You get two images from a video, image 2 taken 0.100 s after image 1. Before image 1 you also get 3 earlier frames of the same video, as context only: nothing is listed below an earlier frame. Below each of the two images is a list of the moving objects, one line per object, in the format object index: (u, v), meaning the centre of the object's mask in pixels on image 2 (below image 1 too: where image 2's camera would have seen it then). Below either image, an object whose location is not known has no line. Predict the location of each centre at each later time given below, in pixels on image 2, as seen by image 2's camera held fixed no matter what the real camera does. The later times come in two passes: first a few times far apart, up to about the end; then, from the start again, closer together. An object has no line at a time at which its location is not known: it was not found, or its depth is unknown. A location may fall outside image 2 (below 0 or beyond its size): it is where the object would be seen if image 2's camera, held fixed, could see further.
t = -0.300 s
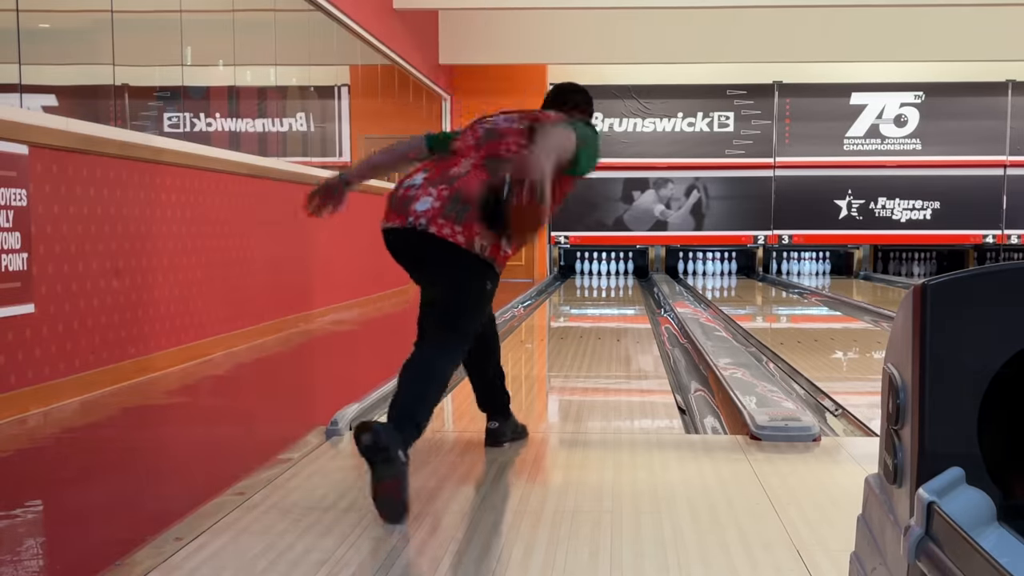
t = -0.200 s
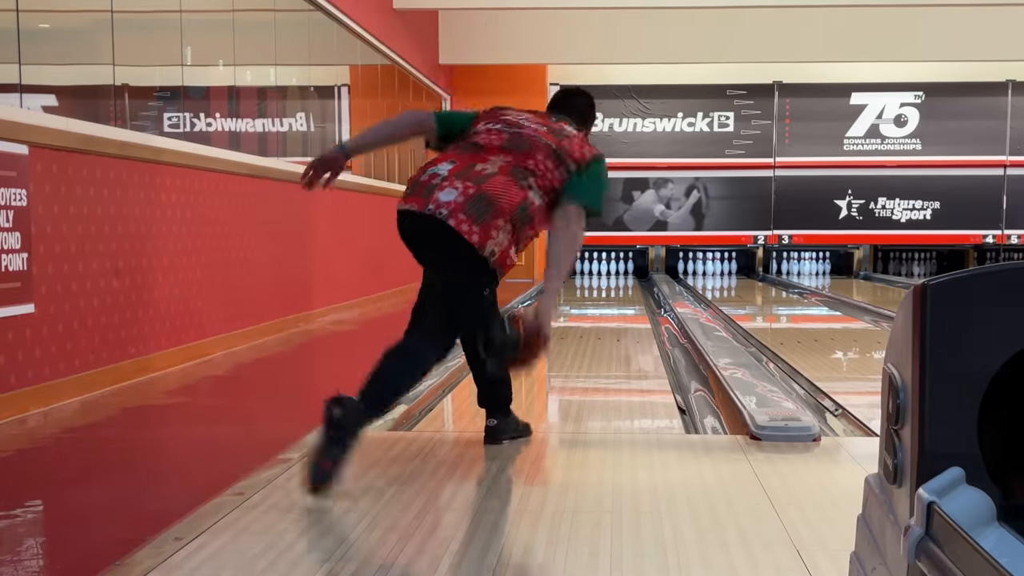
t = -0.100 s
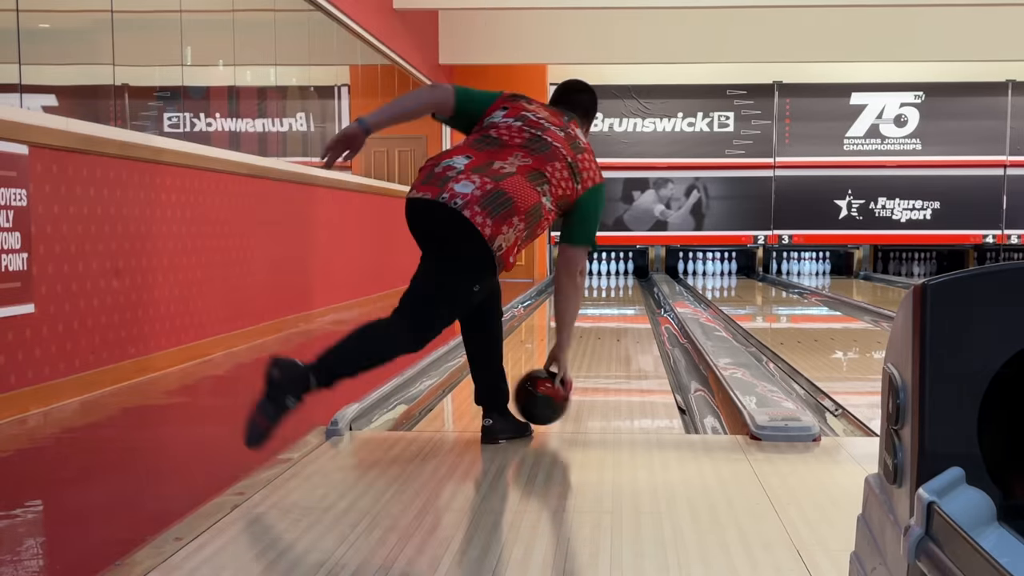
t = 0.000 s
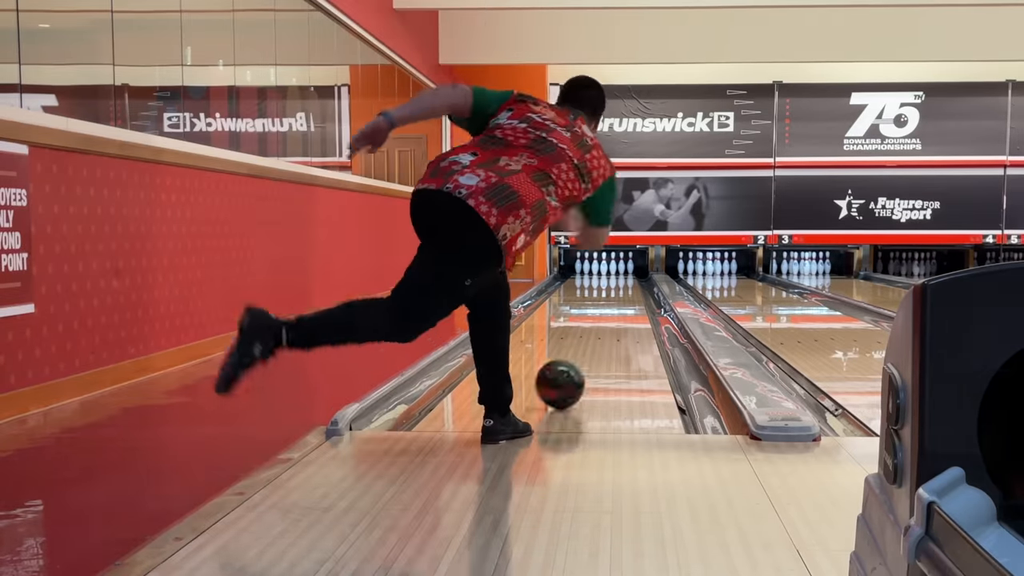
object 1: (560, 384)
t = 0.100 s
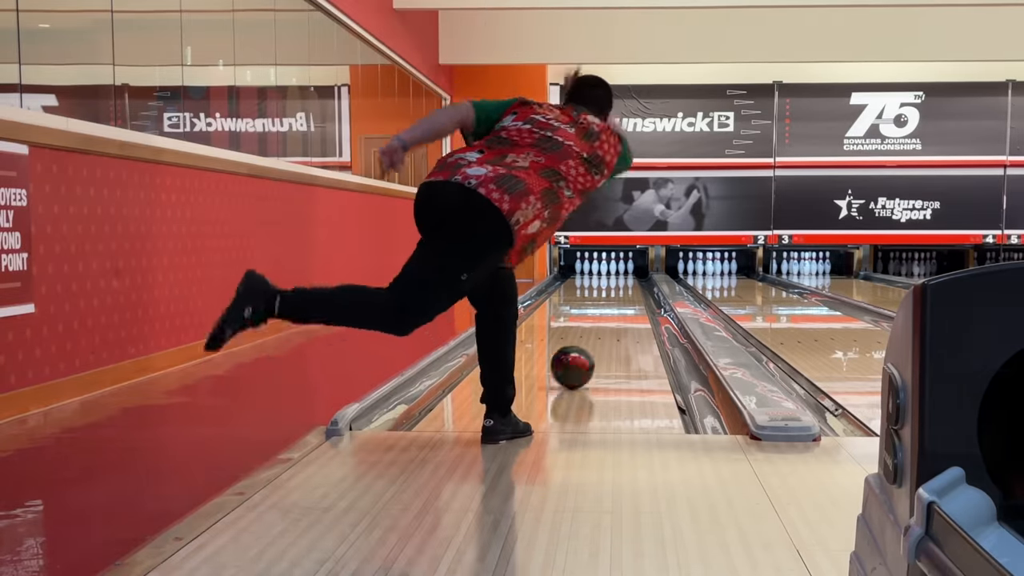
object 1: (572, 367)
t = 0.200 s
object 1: (582, 353)
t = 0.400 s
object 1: (597, 332)
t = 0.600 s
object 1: (606, 318)
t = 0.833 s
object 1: (614, 305)
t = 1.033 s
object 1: (619, 297)
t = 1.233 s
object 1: (622, 290)
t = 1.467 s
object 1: (624, 284)
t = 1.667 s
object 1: (625, 280)
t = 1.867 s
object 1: (624, 276)
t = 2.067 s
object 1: (622, 274)
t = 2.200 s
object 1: (618, 272)
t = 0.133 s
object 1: (576, 362)
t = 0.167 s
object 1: (579, 357)
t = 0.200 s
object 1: (582, 353)
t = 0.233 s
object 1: (585, 349)
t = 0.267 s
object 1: (587, 345)
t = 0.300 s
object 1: (590, 341)
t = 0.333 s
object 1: (592, 338)
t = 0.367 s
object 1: (595, 335)
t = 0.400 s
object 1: (597, 332)
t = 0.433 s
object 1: (598, 329)
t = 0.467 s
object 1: (600, 327)
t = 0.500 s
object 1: (602, 324)
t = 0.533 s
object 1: (604, 321)
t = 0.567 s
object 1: (605, 319)
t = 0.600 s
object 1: (606, 318)
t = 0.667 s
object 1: (609, 313)
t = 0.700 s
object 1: (610, 311)
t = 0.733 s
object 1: (611, 310)
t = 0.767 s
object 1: (612, 308)
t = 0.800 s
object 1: (613, 306)
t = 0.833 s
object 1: (614, 305)
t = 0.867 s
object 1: (615, 303)
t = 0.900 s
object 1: (616, 302)
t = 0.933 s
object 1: (617, 300)
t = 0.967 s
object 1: (618, 299)
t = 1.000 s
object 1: (618, 298)
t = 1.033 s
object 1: (619, 297)
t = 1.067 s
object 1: (619, 295)
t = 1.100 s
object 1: (620, 294)
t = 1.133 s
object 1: (621, 293)
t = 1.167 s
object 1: (621, 292)
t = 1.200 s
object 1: (621, 291)
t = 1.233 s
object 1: (622, 290)
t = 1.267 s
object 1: (623, 289)
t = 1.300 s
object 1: (623, 288)
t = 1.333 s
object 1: (623, 287)
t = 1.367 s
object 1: (624, 287)
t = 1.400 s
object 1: (624, 286)
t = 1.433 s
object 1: (624, 285)
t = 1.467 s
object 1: (624, 284)
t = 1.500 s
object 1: (625, 283)
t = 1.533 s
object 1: (625, 283)
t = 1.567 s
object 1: (625, 282)
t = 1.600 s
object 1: (625, 281)
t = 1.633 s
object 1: (625, 281)
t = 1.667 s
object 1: (625, 280)
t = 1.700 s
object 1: (625, 279)
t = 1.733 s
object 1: (625, 279)
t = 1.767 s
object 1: (625, 278)
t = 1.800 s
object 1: (625, 277)
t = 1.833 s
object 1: (624, 276)
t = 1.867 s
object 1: (624, 276)
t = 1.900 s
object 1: (624, 276)
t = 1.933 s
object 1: (624, 275)
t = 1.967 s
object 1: (623, 275)
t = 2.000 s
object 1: (622, 274)
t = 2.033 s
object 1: (622, 274)
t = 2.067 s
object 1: (622, 274)
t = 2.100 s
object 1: (621, 273)
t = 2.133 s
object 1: (619, 273)
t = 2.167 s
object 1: (619, 272)
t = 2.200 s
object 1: (618, 272)
